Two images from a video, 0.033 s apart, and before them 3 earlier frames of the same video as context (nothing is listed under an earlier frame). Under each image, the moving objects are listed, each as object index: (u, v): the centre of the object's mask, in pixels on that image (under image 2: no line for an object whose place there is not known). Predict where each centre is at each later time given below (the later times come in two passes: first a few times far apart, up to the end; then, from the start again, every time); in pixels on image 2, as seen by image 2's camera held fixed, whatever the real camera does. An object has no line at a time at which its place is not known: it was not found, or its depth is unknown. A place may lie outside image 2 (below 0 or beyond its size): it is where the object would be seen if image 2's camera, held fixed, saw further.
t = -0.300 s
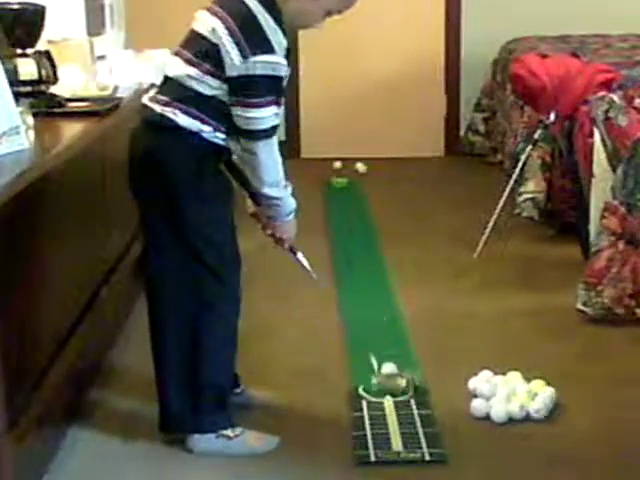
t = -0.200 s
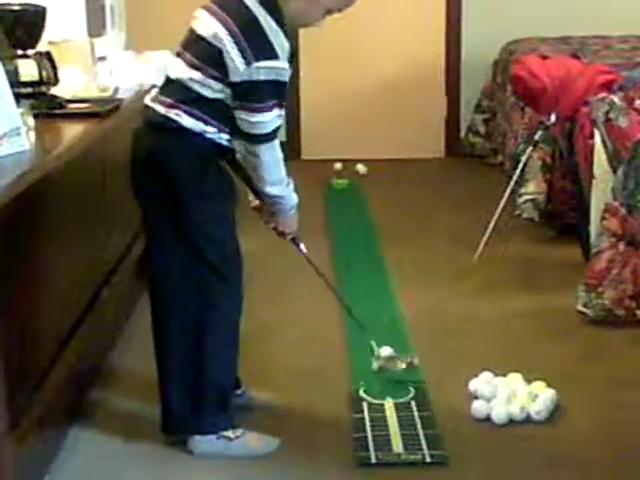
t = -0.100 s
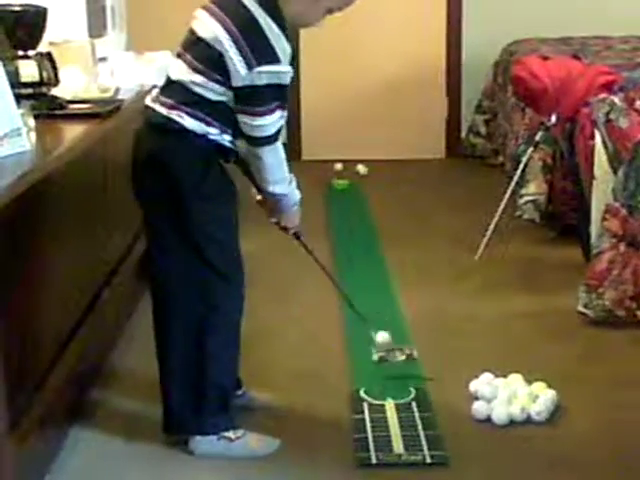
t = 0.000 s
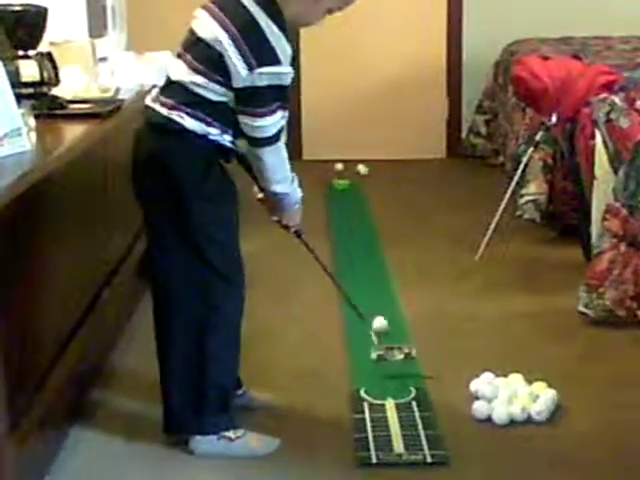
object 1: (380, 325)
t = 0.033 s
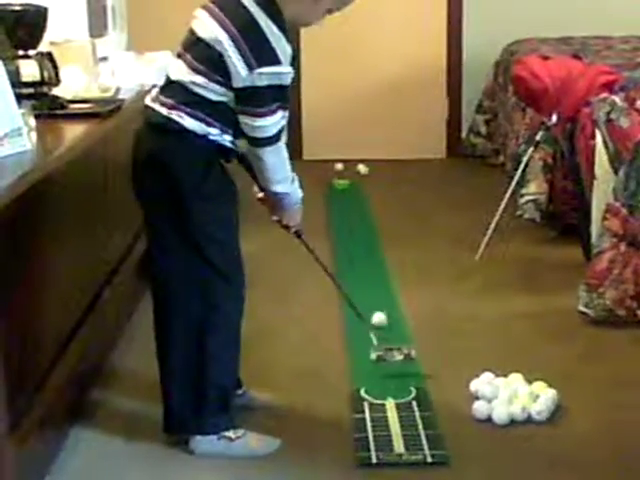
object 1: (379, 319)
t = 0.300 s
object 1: (371, 288)
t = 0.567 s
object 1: (364, 263)
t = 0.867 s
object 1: (356, 240)
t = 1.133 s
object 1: (351, 225)
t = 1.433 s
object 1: (347, 212)
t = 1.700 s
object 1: (346, 201)
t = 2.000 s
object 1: (346, 192)
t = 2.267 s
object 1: (347, 185)
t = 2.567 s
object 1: (352, 179)
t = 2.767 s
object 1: (356, 178)
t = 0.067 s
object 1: (378, 314)
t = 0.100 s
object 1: (376, 310)
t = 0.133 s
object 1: (376, 306)
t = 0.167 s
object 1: (375, 303)
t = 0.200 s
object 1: (374, 299)
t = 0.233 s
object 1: (373, 295)
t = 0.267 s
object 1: (372, 292)
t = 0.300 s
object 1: (371, 288)
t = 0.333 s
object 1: (370, 285)
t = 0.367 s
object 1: (369, 281)
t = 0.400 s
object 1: (368, 278)
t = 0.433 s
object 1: (368, 274)
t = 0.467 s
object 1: (367, 272)
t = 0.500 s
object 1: (366, 269)
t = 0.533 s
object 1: (365, 265)
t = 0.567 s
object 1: (364, 263)
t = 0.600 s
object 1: (363, 260)
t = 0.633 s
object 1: (363, 257)
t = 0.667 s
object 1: (362, 255)
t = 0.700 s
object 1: (361, 252)
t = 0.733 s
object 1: (360, 250)
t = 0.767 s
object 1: (359, 247)
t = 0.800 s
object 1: (358, 245)
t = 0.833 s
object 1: (357, 242)
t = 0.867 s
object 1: (356, 240)
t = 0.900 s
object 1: (355, 238)
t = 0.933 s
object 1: (355, 236)
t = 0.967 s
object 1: (354, 234)
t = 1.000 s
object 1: (353, 232)
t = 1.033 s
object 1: (353, 231)
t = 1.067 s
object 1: (352, 229)
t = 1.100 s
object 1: (351, 226)
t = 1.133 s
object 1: (351, 225)
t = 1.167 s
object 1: (350, 224)
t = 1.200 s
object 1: (350, 222)
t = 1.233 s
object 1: (350, 220)
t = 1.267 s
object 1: (349, 219)
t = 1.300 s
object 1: (349, 217)
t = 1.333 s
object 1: (348, 216)
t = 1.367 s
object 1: (348, 215)
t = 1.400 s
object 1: (348, 213)
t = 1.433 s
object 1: (347, 212)
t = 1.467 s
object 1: (347, 210)
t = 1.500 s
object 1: (347, 209)
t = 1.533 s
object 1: (347, 208)
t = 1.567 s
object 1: (347, 206)
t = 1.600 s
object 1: (347, 206)
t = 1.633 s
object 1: (346, 204)
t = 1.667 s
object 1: (346, 203)
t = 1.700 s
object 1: (346, 201)
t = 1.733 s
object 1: (346, 200)
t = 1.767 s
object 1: (346, 199)
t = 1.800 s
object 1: (346, 198)
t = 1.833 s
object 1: (346, 197)
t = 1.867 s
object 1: (346, 196)
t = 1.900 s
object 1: (346, 194)
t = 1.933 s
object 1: (346, 194)
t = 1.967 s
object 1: (346, 193)
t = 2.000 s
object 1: (346, 192)
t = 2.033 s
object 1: (346, 191)
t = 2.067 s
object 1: (346, 190)
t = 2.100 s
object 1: (346, 189)
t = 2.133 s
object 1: (346, 189)
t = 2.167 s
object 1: (346, 188)
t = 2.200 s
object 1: (347, 186)
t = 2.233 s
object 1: (347, 185)
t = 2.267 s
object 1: (347, 185)
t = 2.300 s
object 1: (347, 183)
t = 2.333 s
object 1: (347, 183)
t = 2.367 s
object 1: (348, 181)
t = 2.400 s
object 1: (348, 181)
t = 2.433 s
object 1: (349, 181)
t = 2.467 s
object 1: (351, 180)
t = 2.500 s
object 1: (351, 180)
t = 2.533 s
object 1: (352, 179)
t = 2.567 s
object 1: (352, 179)
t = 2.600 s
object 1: (354, 178)
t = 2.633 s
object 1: (355, 179)
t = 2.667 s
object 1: (355, 179)
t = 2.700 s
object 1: (356, 179)
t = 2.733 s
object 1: (356, 178)
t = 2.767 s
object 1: (356, 178)
